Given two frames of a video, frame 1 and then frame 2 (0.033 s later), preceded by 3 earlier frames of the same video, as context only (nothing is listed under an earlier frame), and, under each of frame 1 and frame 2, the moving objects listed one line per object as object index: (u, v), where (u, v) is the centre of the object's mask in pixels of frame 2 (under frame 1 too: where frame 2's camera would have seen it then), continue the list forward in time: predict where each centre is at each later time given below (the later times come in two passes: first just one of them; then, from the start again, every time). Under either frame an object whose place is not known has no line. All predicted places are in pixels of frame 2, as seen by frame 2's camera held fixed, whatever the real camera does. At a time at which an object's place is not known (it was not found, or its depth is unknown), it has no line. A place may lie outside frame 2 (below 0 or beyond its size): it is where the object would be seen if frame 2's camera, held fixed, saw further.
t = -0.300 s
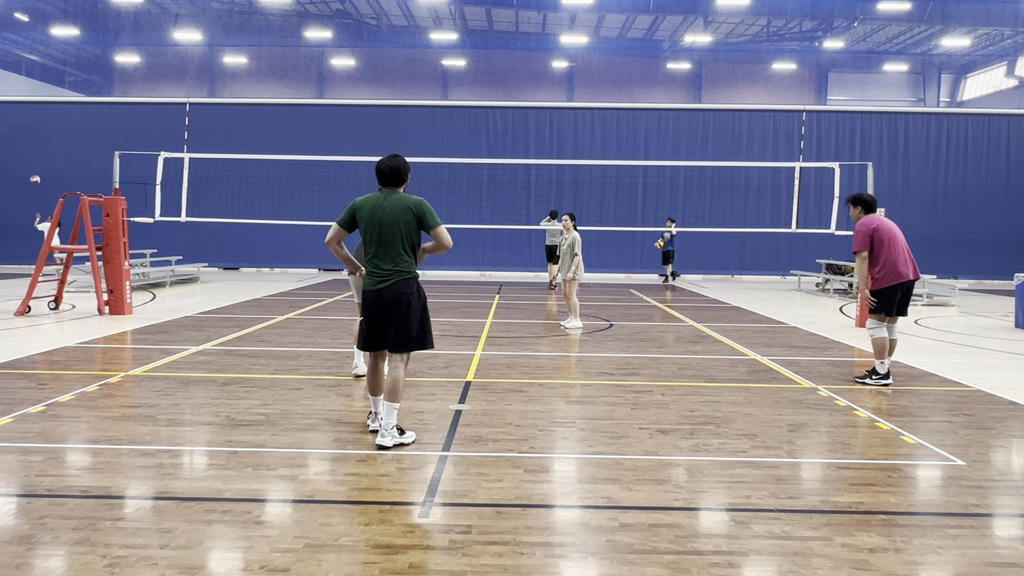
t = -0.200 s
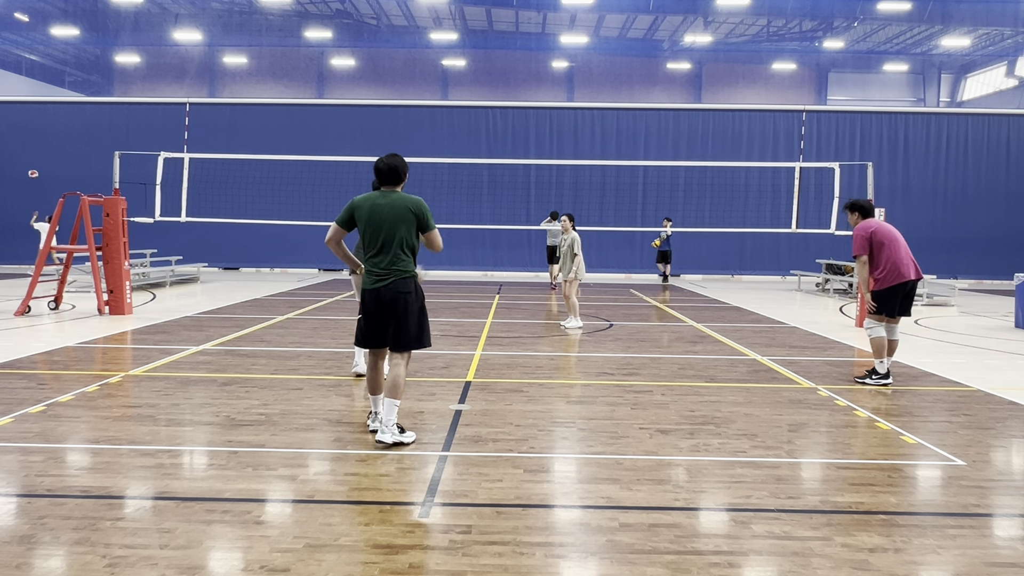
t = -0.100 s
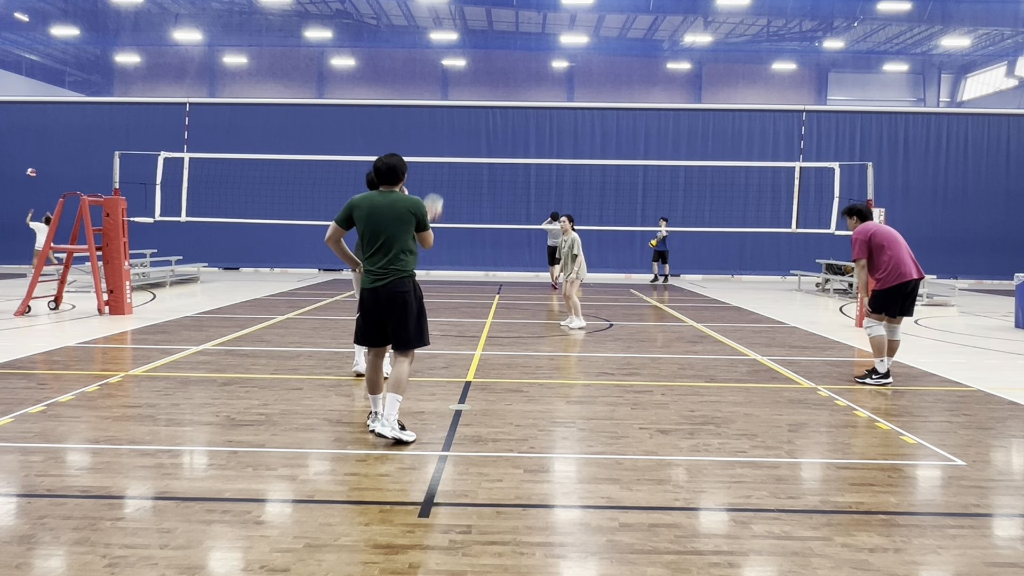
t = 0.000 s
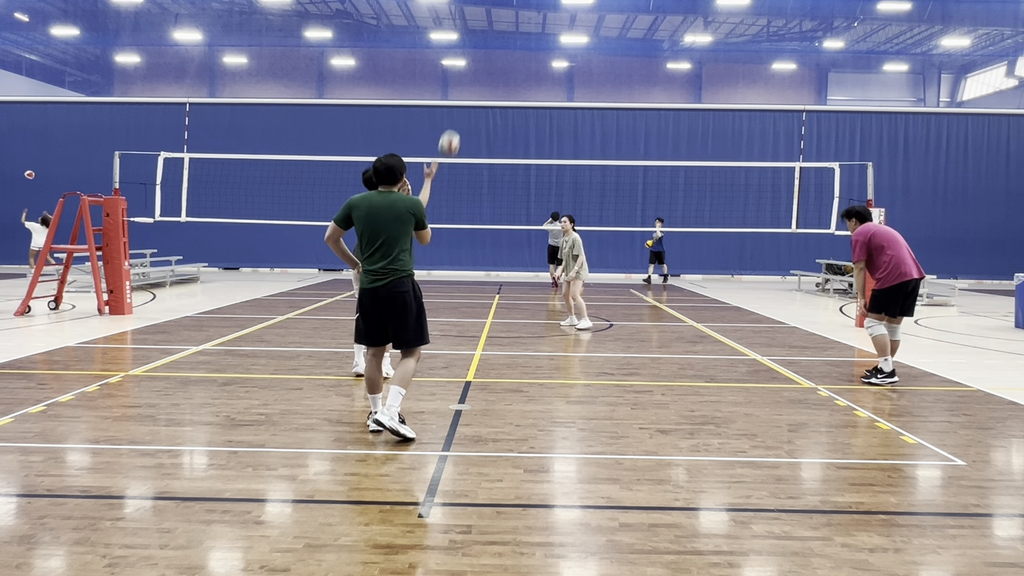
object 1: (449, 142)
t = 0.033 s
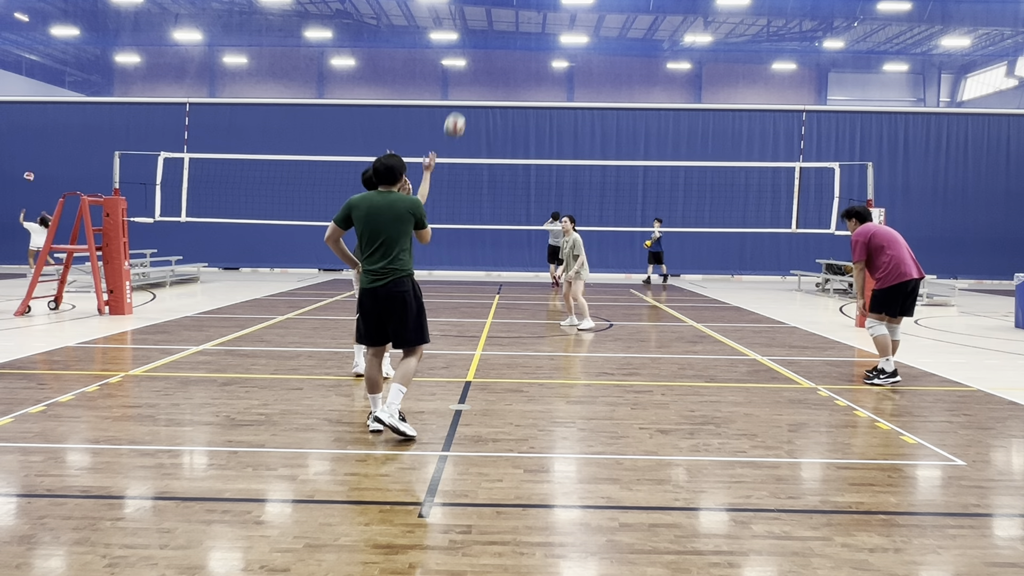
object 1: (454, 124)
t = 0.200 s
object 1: (480, 56)
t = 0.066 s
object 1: (460, 108)
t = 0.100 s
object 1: (465, 92)
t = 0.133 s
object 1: (470, 79)
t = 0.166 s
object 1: (475, 67)
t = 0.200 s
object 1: (480, 56)
